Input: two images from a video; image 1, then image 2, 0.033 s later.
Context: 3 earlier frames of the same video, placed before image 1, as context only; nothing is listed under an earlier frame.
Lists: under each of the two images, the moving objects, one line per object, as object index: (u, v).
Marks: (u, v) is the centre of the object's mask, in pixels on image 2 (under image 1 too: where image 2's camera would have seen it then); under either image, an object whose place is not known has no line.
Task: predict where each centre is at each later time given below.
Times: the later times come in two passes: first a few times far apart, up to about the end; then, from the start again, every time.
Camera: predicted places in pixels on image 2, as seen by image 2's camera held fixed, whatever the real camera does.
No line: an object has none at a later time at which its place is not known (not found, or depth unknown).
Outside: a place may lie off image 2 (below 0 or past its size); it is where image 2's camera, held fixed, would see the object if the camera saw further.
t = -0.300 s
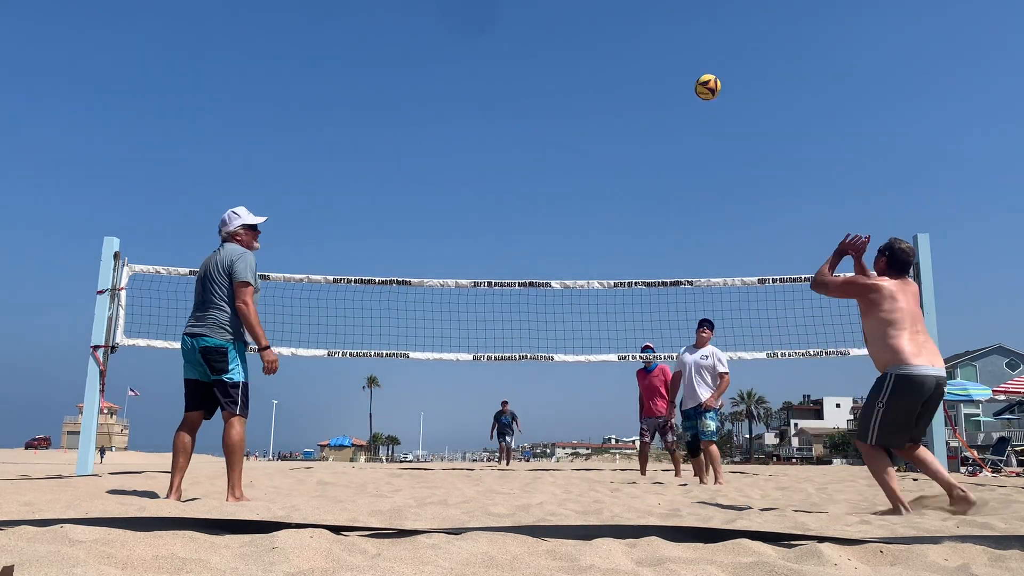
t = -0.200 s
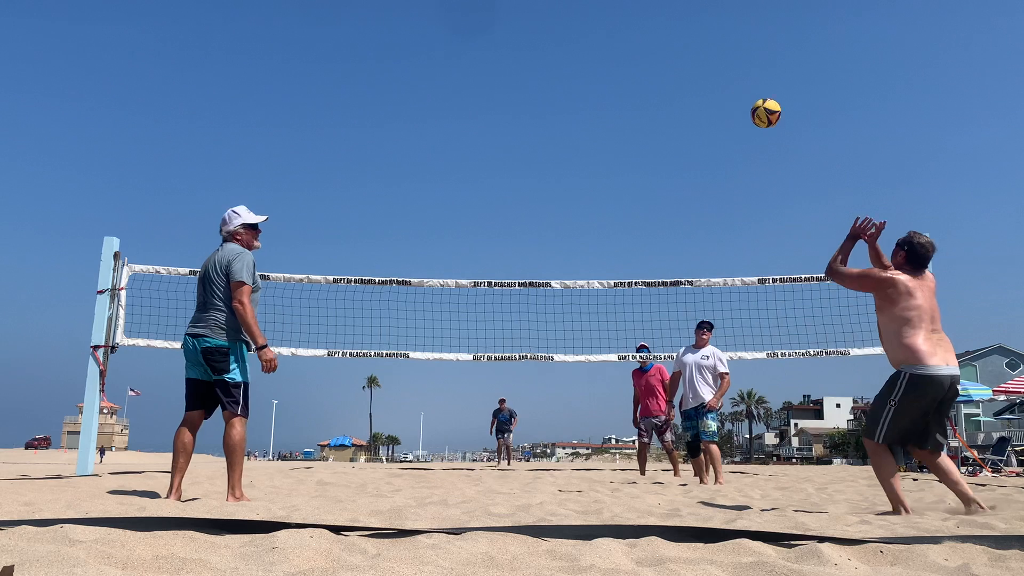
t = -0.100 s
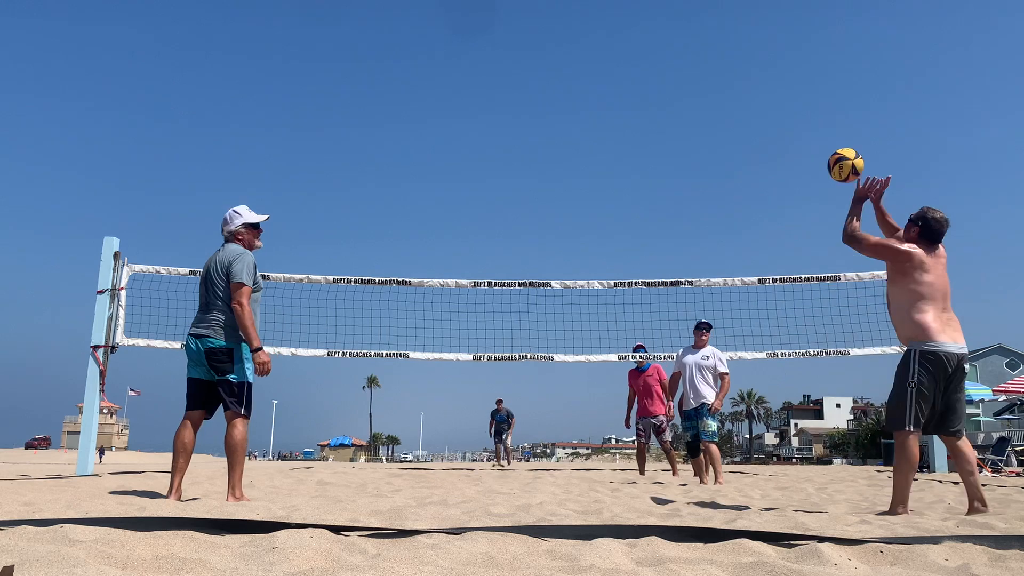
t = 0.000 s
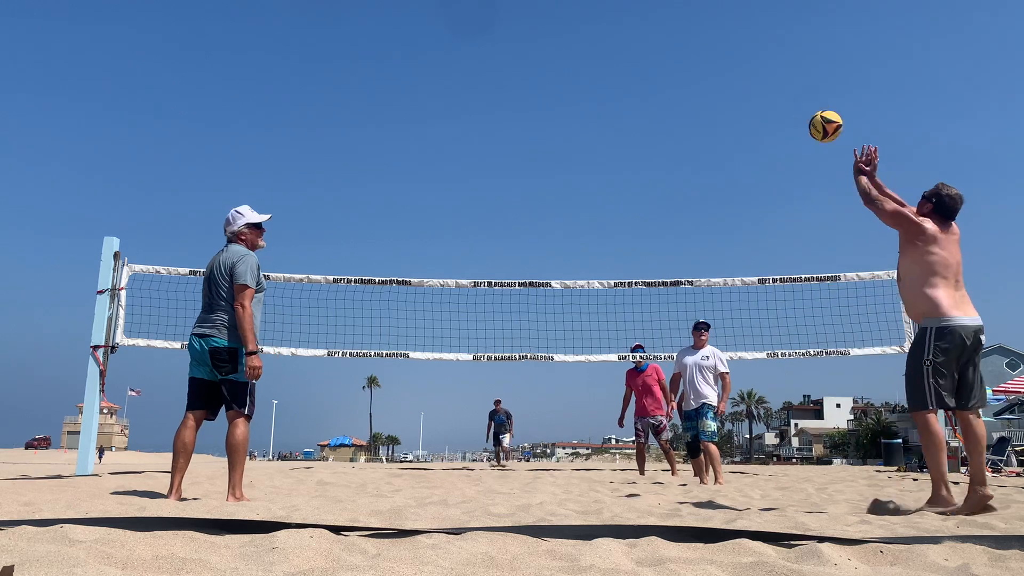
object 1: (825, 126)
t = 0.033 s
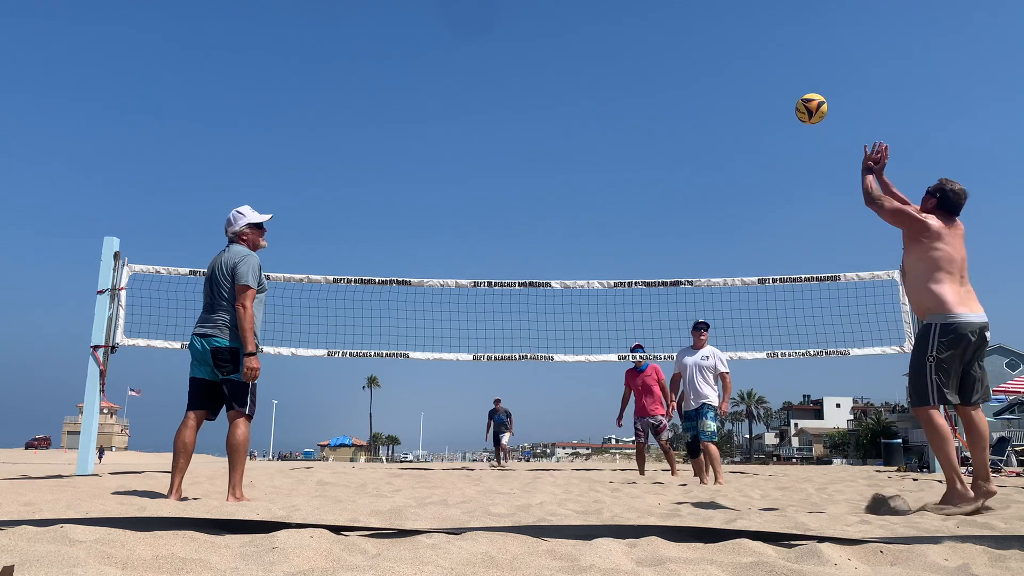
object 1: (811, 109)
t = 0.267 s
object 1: (742, 49)
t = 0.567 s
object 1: (695, 71)
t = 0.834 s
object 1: (672, 139)
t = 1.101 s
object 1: (662, 236)
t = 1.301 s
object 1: (660, 322)
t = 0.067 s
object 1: (798, 94)
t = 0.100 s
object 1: (787, 82)
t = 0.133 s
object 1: (776, 72)
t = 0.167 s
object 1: (767, 63)
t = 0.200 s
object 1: (758, 57)
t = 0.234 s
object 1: (750, 52)
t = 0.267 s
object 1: (742, 49)
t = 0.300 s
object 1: (735, 47)
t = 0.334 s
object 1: (729, 47)
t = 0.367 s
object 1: (723, 47)
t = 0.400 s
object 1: (717, 49)
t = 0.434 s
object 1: (712, 52)
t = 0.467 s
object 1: (707, 56)
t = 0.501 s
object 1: (703, 60)
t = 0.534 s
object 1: (699, 65)
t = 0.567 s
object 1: (695, 71)
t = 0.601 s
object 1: (691, 78)
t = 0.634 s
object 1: (688, 85)
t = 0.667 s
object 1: (684, 93)
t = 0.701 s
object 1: (682, 101)
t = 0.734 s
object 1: (679, 110)
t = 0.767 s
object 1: (677, 119)
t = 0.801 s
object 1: (674, 129)
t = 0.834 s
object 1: (672, 139)
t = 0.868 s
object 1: (671, 150)
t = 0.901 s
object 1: (669, 161)
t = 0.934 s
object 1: (667, 173)
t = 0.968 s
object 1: (666, 185)
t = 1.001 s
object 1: (665, 197)
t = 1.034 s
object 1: (664, 209)
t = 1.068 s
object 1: (663, 222)
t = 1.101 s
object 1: (662, 236)
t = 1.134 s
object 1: (661, 249)
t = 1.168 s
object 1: (661, 263)
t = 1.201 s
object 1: (661, 275)
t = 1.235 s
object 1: (660, 293)
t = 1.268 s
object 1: (660, 306)
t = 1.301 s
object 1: (660, 322)
